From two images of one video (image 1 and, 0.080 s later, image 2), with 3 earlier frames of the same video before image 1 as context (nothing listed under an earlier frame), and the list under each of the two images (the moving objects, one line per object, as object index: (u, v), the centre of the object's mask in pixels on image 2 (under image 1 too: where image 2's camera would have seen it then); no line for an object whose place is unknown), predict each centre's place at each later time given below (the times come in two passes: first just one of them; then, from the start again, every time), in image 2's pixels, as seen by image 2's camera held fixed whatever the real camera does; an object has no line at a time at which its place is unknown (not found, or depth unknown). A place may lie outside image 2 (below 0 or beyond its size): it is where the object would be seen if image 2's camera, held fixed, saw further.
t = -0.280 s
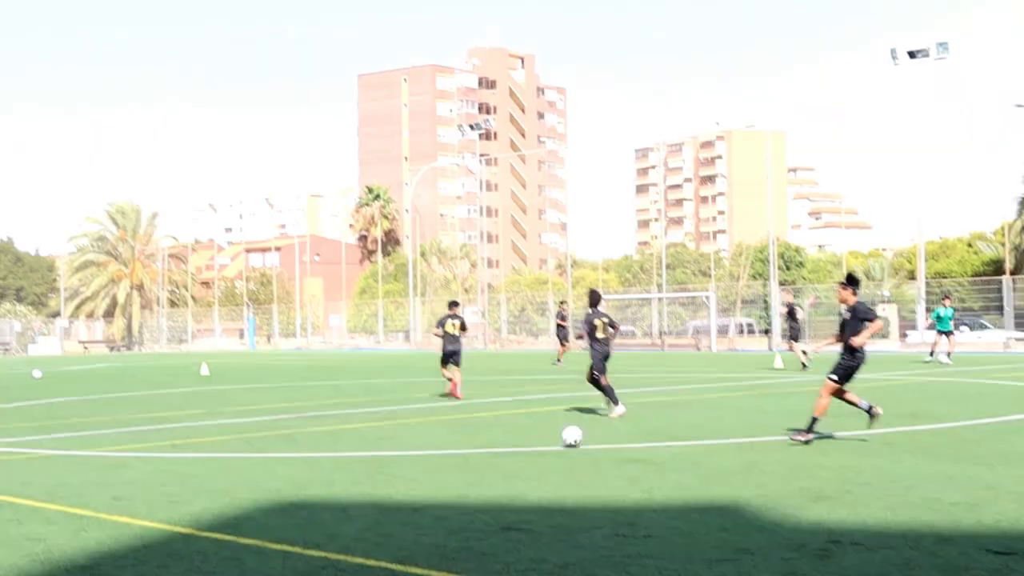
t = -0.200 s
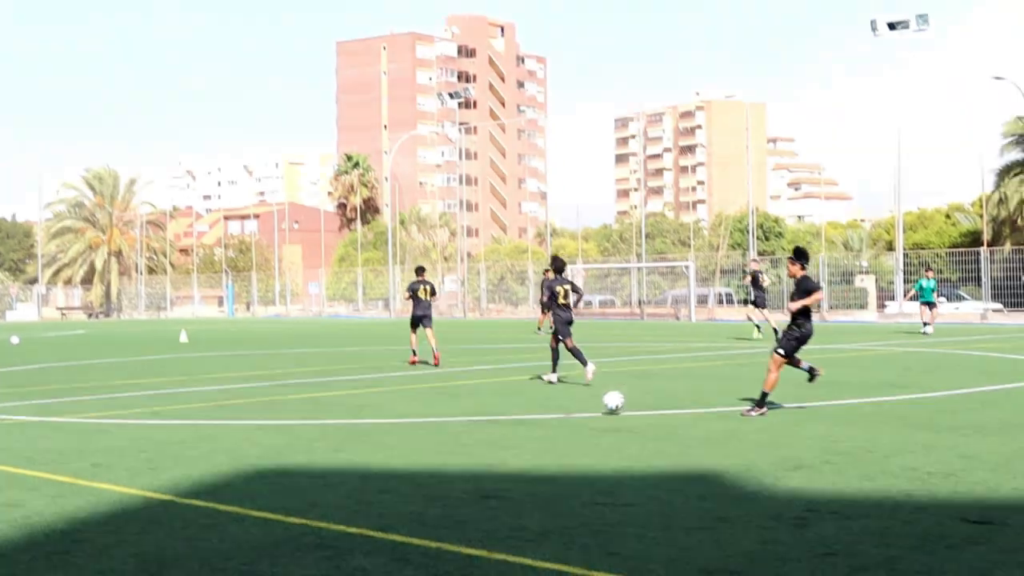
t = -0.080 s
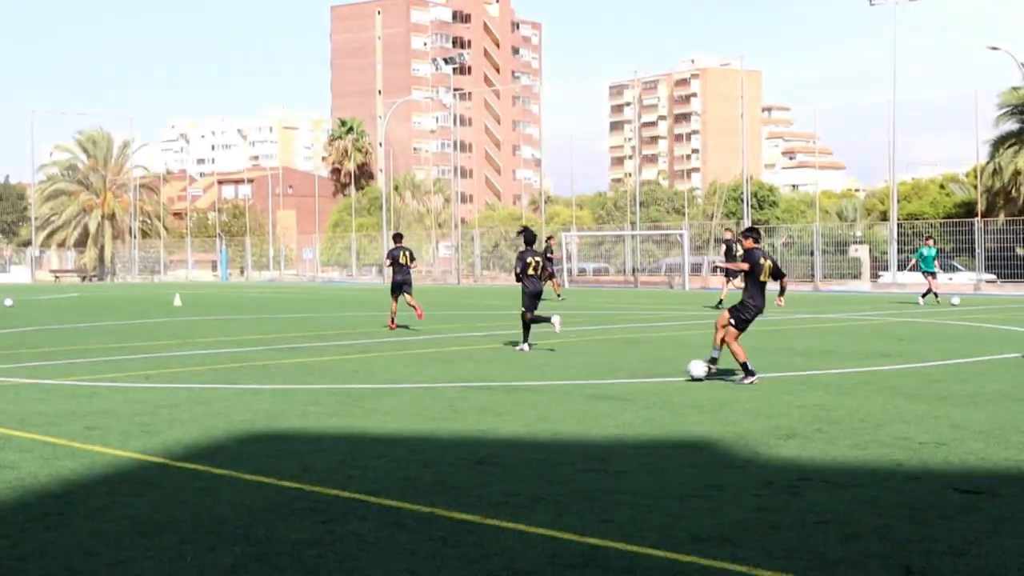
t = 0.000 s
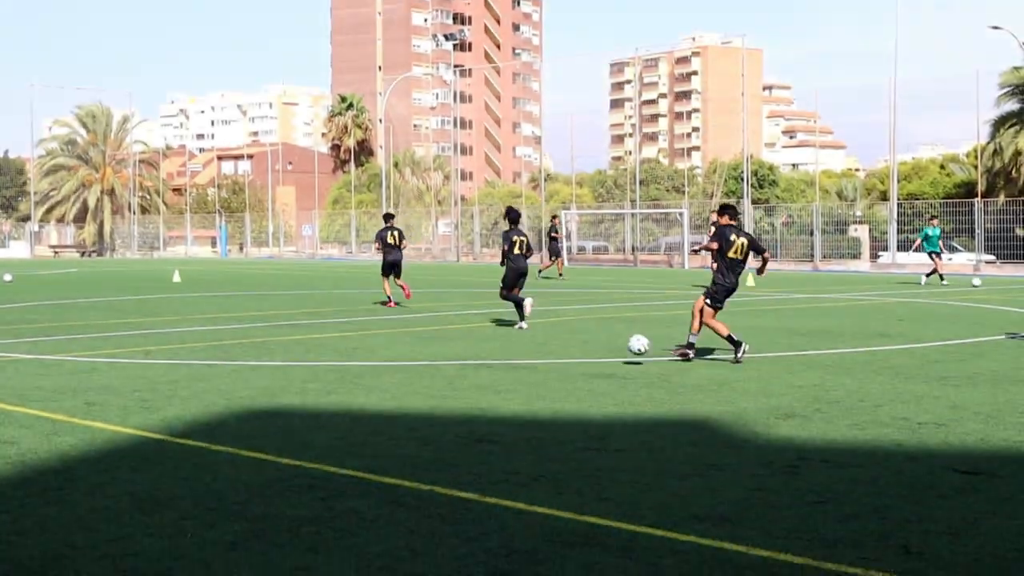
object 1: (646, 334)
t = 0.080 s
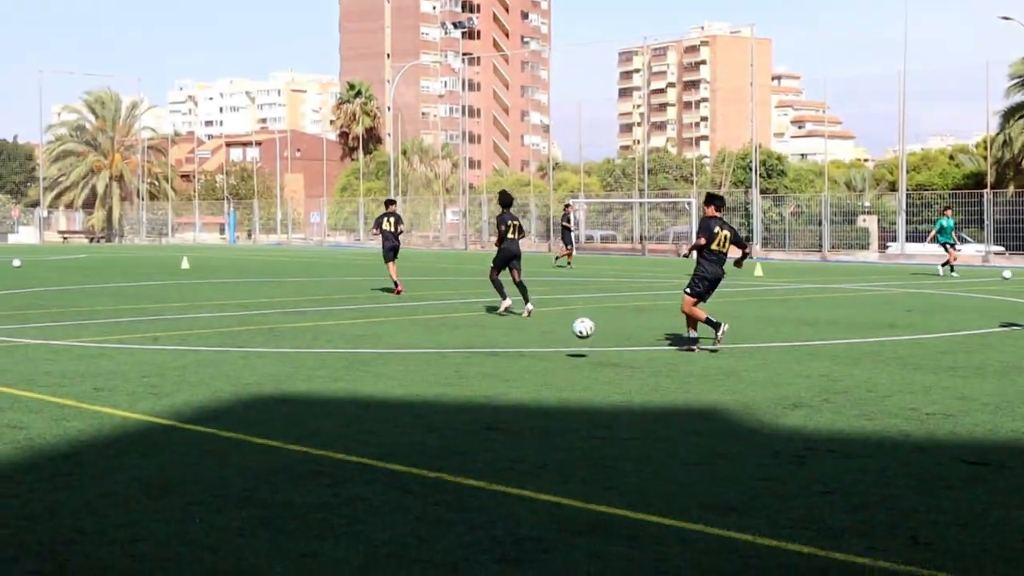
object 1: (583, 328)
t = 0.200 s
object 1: (484, 332)
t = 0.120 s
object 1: (551, 327)
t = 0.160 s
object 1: (518, 329)
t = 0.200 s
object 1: (484, 332)
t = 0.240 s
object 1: (450, 337)
